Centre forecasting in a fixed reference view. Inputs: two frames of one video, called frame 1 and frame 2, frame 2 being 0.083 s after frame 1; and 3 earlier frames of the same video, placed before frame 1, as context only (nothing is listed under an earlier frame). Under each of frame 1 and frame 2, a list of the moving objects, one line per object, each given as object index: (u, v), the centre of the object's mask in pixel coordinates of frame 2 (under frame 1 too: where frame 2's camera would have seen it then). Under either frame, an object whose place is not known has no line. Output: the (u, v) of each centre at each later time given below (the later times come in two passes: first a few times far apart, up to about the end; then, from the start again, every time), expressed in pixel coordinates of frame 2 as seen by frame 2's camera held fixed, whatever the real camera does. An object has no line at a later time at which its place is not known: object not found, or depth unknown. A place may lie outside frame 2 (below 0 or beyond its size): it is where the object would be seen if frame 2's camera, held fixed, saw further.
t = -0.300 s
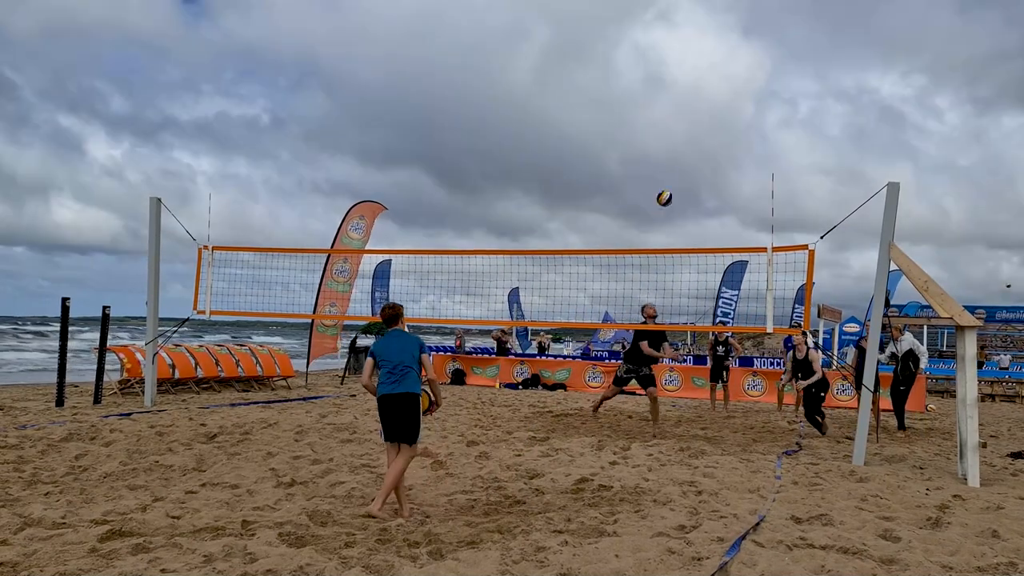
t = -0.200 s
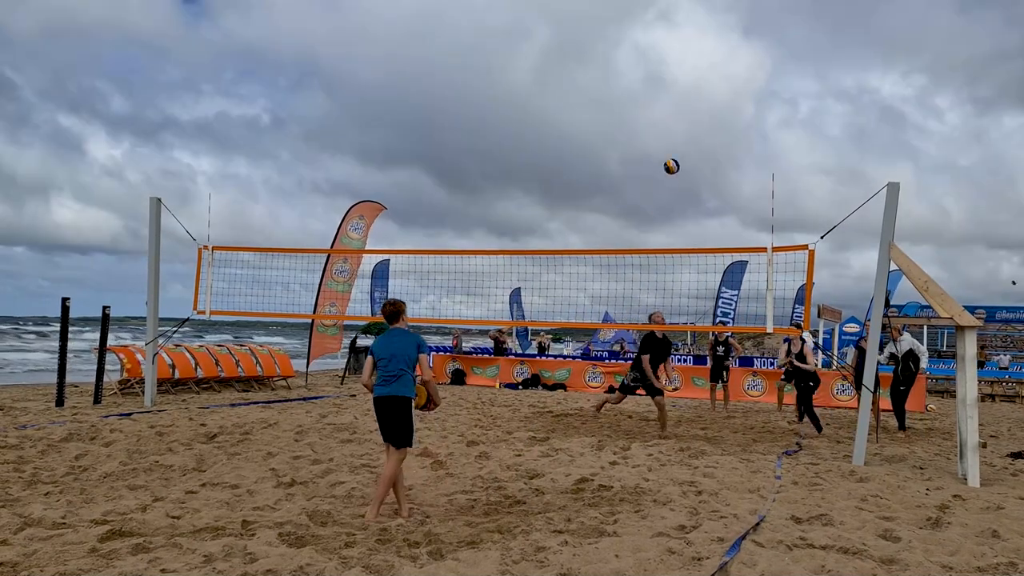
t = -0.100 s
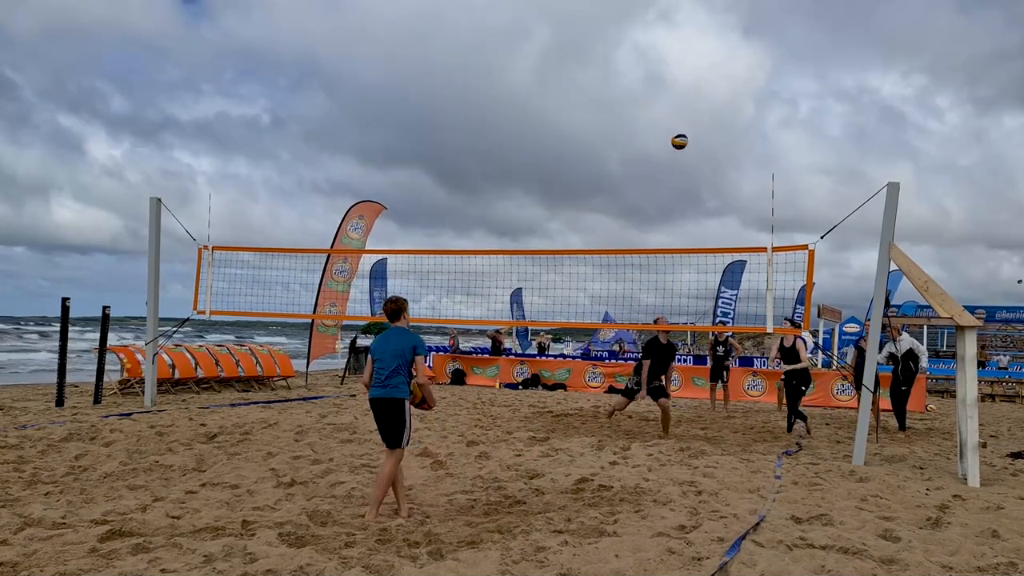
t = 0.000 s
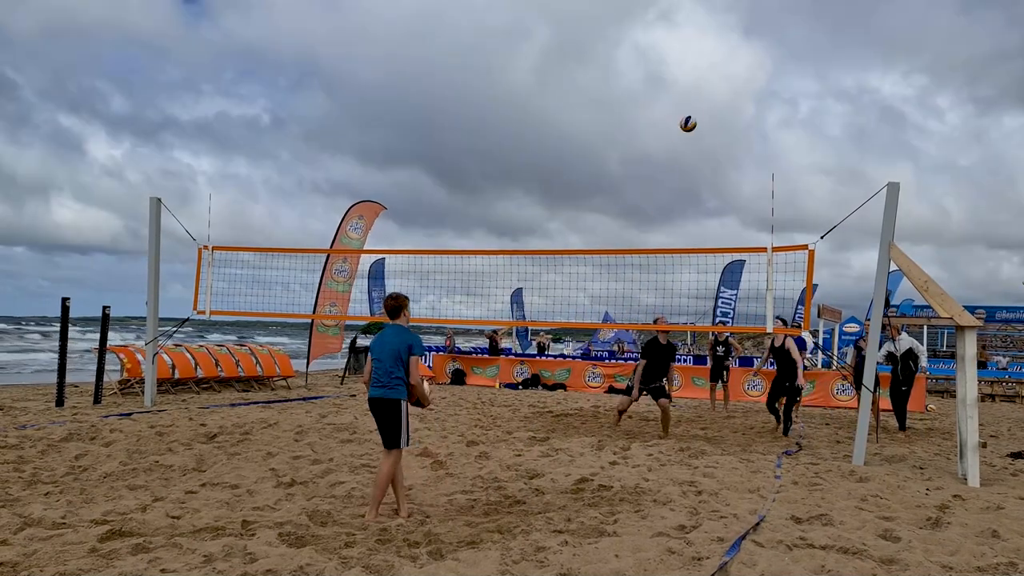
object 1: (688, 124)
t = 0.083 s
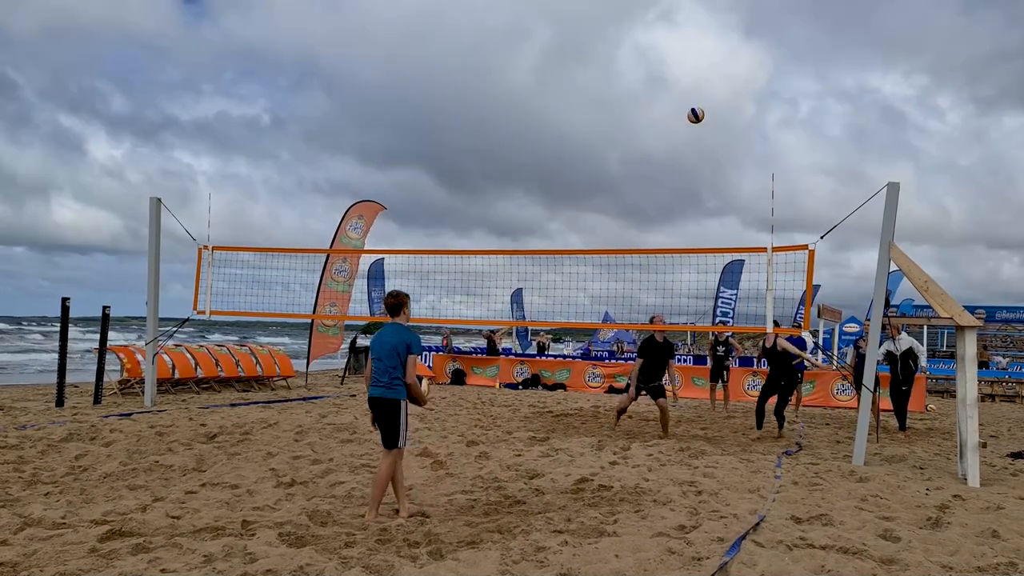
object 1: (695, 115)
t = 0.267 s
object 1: (714, 114)
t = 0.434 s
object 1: (735, 135)
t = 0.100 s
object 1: (697, 113)
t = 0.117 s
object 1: (699, 113)
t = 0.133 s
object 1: (700, 112)
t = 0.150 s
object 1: (702, 111)
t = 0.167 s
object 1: (704, 111)
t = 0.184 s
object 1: (705, 111)
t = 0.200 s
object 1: (707, 111)
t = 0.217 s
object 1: (709, 111)
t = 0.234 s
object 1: (711, 112)
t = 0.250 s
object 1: (713, 113)
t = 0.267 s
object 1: (714, 114)
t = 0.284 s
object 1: (716, 115)
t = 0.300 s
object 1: (718, 116)
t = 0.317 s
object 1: (720, 118)
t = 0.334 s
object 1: (722, 119)
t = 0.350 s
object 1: (724, 122)
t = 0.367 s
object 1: (726, 124)
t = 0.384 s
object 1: (729, 126)
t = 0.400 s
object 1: (731, 129)
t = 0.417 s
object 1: (733, 132)
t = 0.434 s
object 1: (735, 135)
